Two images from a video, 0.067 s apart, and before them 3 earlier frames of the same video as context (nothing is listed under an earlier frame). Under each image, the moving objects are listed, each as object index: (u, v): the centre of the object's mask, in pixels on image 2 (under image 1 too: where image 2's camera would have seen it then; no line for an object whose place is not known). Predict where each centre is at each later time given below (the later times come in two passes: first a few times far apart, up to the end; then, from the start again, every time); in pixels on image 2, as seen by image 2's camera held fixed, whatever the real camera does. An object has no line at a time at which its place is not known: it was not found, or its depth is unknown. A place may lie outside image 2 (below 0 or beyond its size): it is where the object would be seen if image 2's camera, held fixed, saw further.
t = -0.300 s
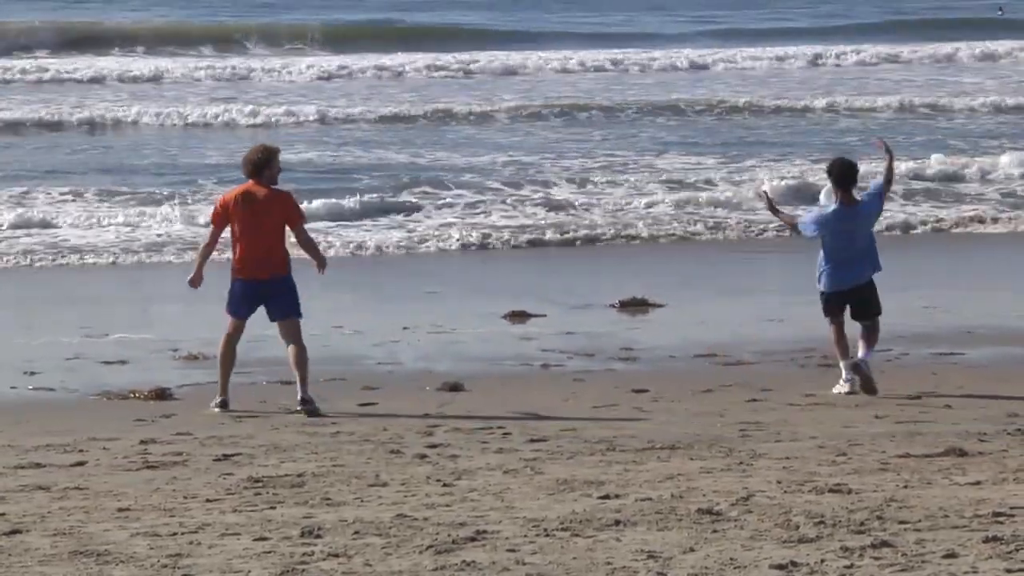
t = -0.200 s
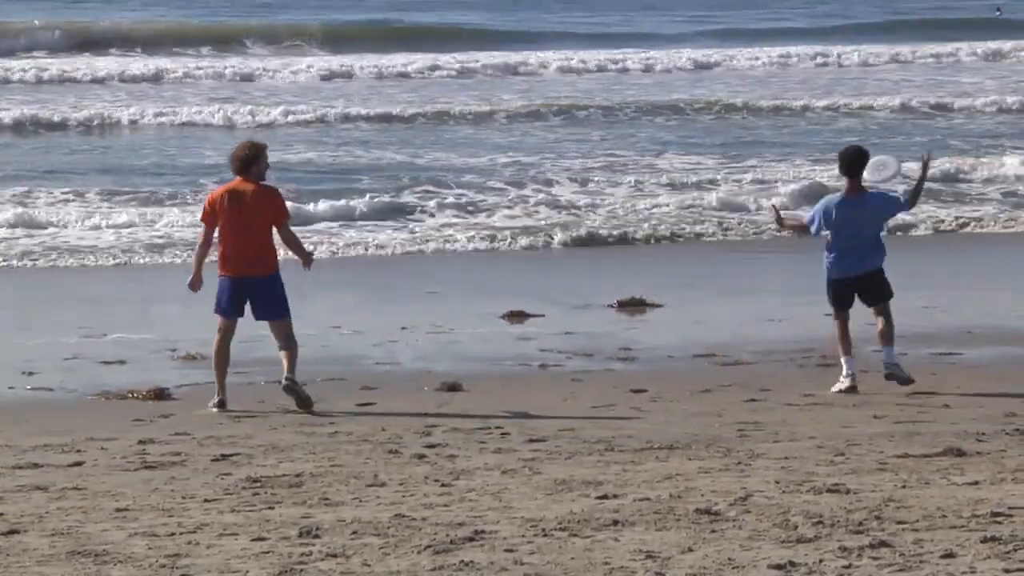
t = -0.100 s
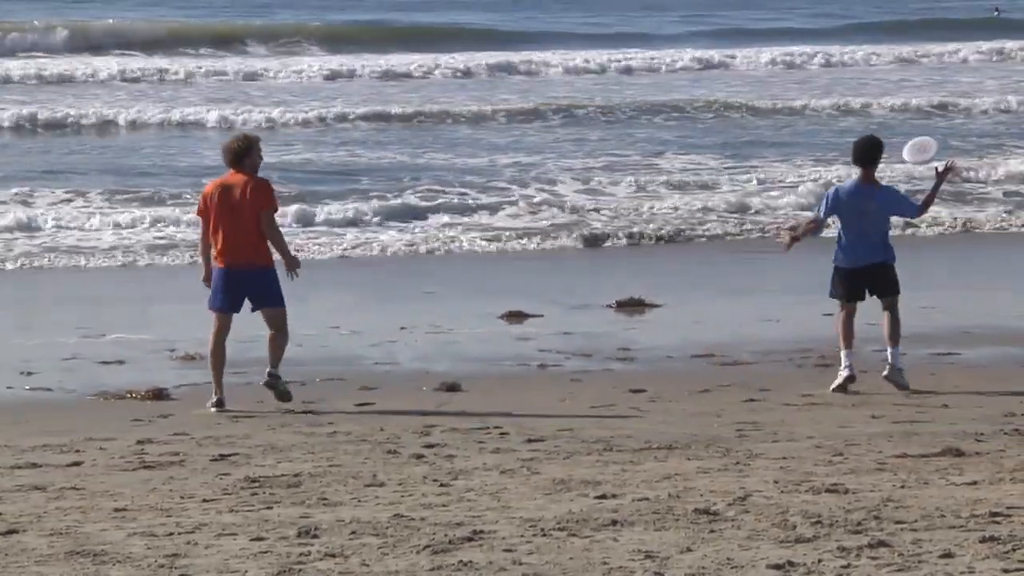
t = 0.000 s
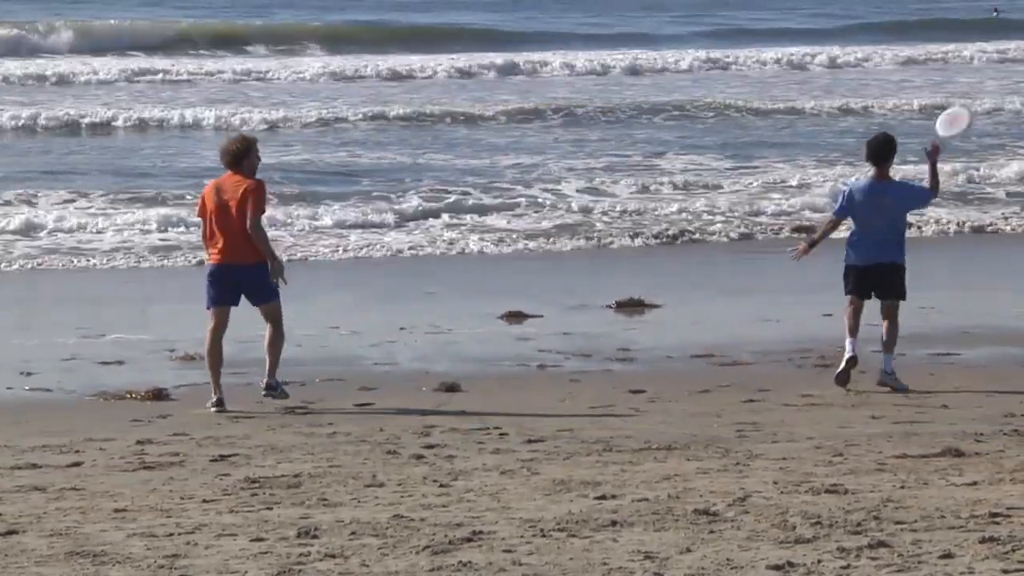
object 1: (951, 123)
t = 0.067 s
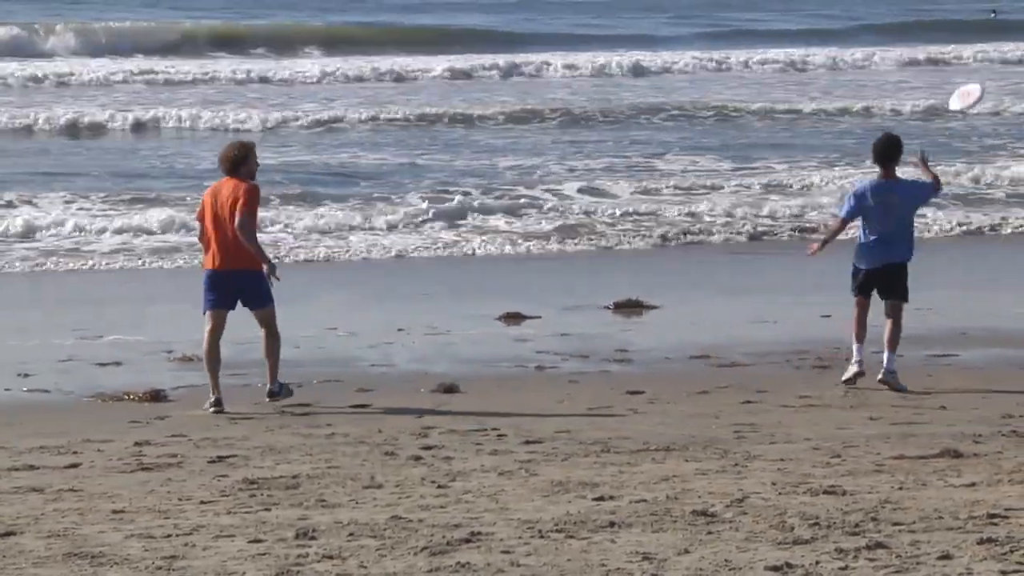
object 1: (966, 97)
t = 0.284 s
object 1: (972, 32)
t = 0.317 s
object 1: (968, 26)
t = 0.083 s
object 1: (969, 90)
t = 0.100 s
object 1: (972, 85)
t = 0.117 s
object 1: (974, 79)
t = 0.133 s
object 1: (977, 74)
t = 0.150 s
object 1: (978, 68)
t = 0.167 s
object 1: (979, 64)
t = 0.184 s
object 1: (978, 57)
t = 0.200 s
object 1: (982, 53)
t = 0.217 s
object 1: (981, 49)
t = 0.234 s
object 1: (979, 44)
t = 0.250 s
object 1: (977, 40)
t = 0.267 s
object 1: (980, 37)
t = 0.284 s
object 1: (972, 32)
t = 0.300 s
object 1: (971, 29)
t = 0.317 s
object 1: (968, 26)
